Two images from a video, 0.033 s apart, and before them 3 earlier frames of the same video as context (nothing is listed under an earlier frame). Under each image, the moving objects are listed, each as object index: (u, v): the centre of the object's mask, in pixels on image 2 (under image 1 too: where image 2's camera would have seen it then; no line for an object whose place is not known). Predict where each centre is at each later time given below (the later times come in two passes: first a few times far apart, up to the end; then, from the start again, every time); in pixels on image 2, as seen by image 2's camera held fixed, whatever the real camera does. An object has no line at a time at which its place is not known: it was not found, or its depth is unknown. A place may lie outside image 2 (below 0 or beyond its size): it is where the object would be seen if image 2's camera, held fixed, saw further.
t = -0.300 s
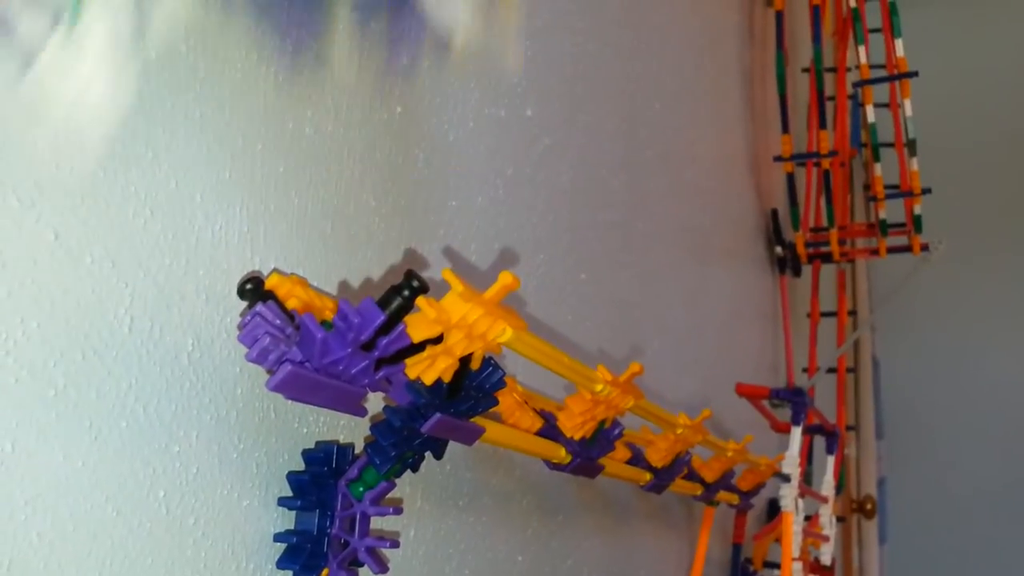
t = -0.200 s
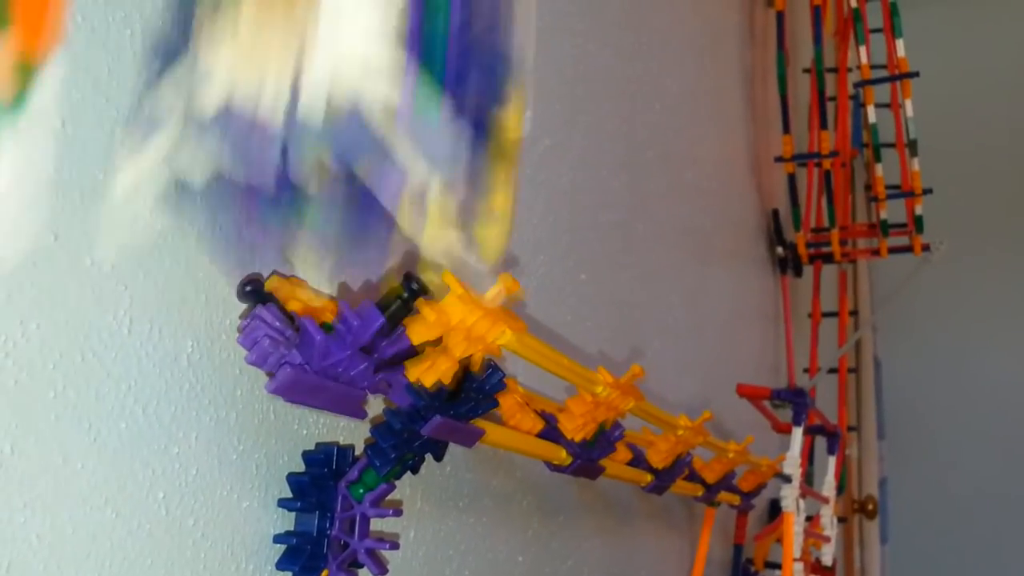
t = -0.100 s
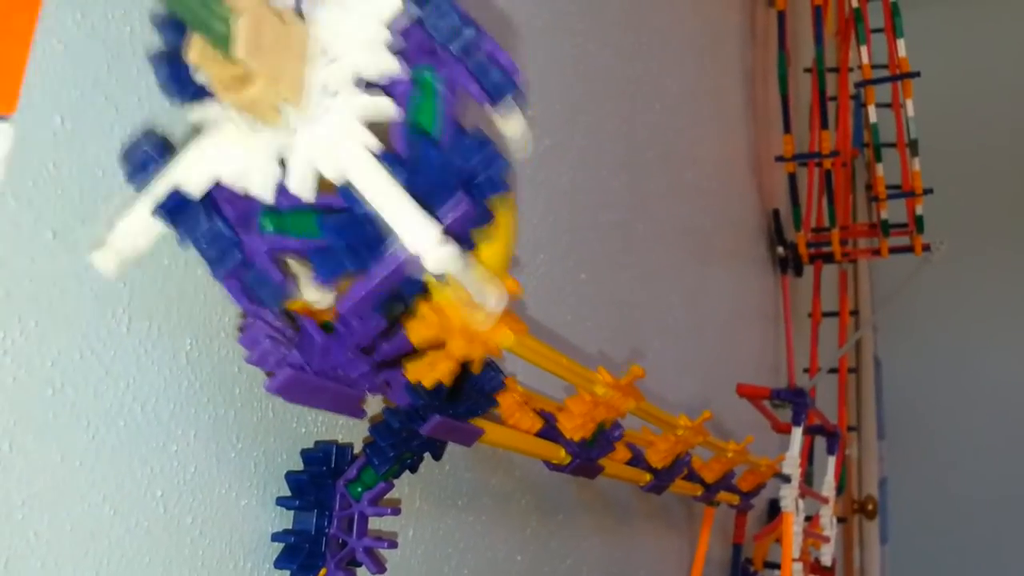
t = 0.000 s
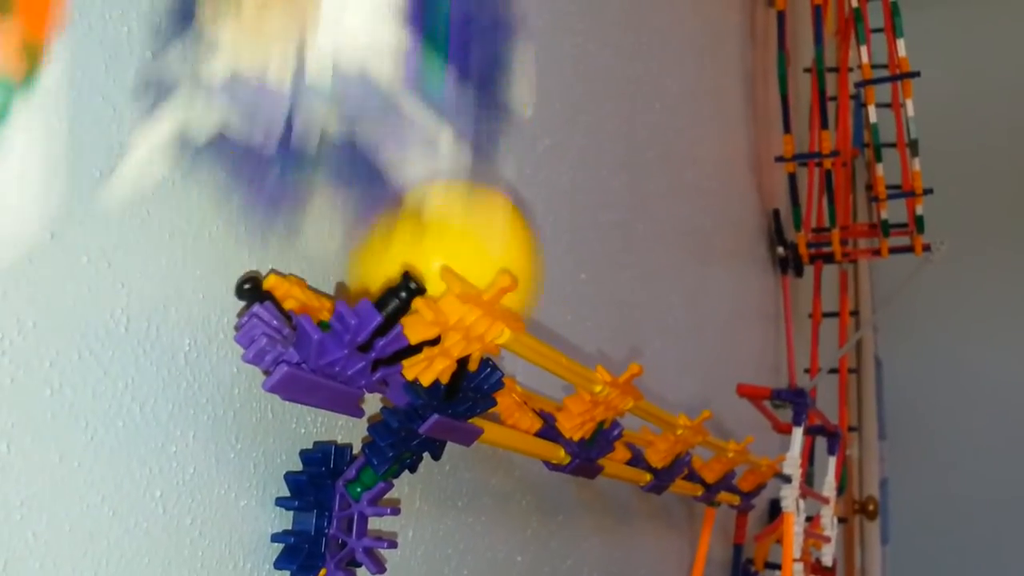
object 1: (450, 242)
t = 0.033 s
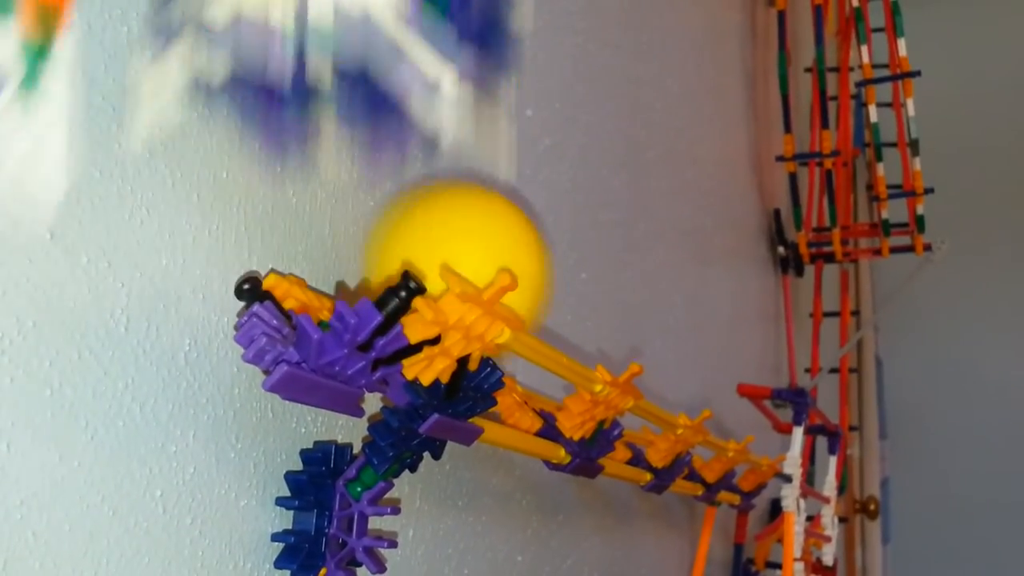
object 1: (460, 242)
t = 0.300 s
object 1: (568, 327)
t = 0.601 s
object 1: (668, 375)
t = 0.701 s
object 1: (695, 393)
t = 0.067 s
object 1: (485, 253)
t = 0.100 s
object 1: (495, 259)
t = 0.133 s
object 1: (519, 272)
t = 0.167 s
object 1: (535, 282)
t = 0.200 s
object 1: (549, 292)
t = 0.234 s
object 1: (555, 315)
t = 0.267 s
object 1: (563, 323)
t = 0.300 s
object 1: (568, 327)
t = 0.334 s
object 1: (581, 330)
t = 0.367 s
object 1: (599, 328)
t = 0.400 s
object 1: (607, 333)
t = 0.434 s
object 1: (621, 343)
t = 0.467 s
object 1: (630, 350)
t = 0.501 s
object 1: (641, 356)
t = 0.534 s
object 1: (654, 365)
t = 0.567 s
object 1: (663, 371)
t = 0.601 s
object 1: (668, 375)
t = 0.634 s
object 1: (681, 383)
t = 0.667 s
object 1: (688, 387)
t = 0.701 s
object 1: (695, 393)
